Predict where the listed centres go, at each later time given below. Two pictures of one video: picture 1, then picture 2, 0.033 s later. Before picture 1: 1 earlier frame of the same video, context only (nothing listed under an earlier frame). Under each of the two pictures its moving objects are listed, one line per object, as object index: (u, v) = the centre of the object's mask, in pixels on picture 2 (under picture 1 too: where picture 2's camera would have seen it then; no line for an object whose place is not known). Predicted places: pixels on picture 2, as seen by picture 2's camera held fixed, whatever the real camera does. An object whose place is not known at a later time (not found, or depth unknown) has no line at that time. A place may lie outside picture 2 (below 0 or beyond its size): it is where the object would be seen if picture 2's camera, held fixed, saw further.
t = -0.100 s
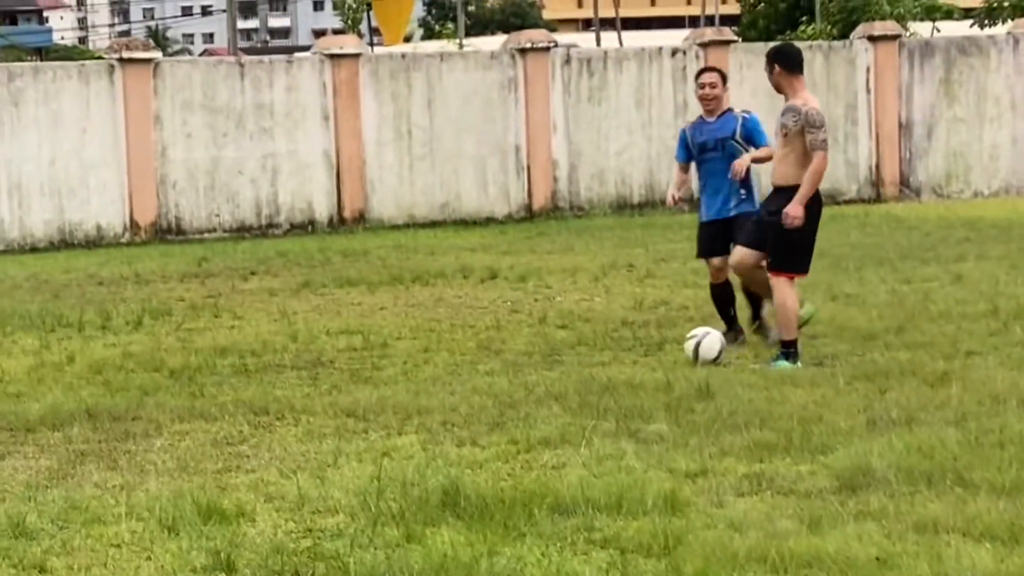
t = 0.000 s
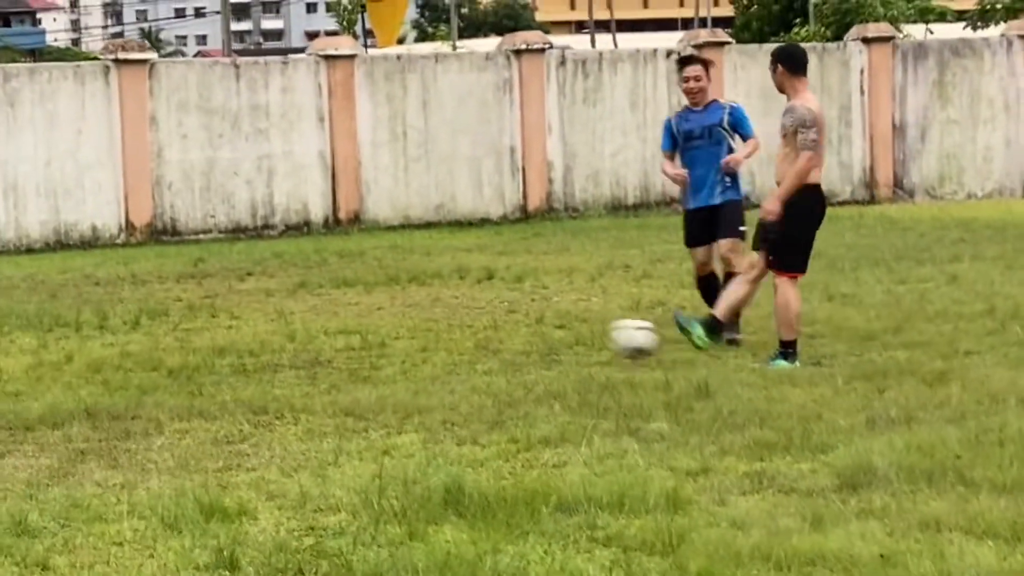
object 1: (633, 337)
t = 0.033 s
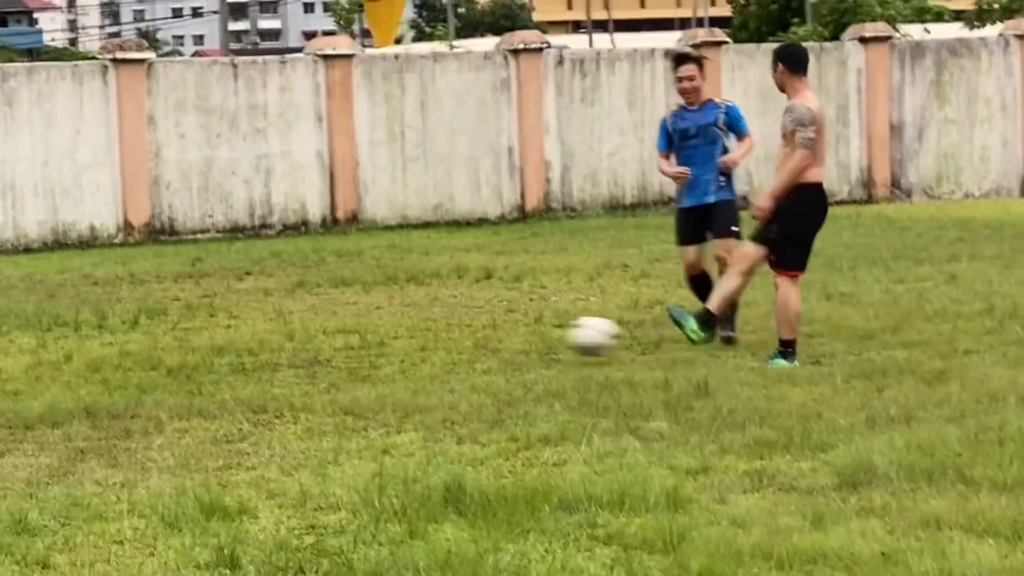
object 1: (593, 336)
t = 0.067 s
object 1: (554, 336)
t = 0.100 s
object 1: (514, 338)
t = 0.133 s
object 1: (474, 342)
